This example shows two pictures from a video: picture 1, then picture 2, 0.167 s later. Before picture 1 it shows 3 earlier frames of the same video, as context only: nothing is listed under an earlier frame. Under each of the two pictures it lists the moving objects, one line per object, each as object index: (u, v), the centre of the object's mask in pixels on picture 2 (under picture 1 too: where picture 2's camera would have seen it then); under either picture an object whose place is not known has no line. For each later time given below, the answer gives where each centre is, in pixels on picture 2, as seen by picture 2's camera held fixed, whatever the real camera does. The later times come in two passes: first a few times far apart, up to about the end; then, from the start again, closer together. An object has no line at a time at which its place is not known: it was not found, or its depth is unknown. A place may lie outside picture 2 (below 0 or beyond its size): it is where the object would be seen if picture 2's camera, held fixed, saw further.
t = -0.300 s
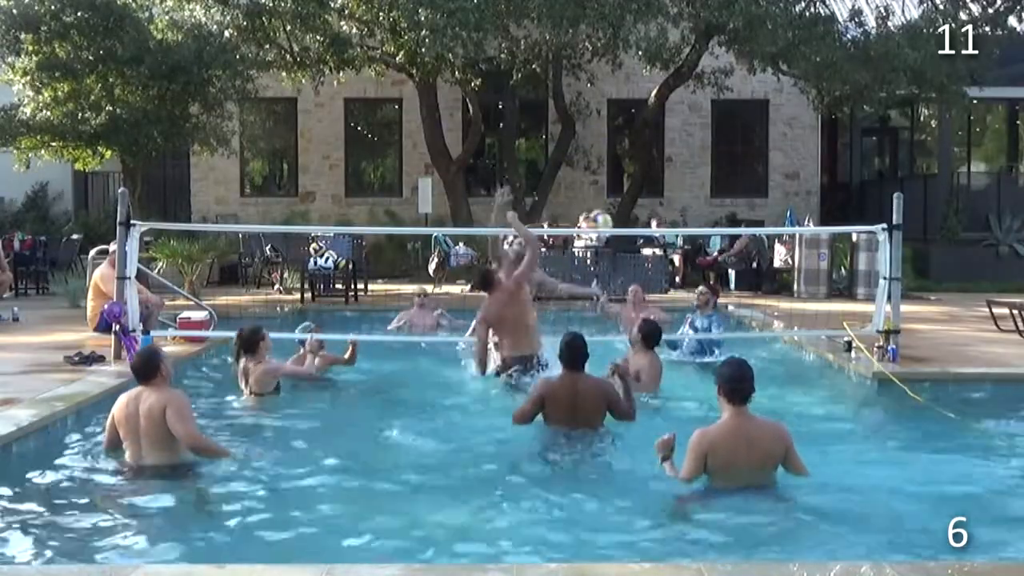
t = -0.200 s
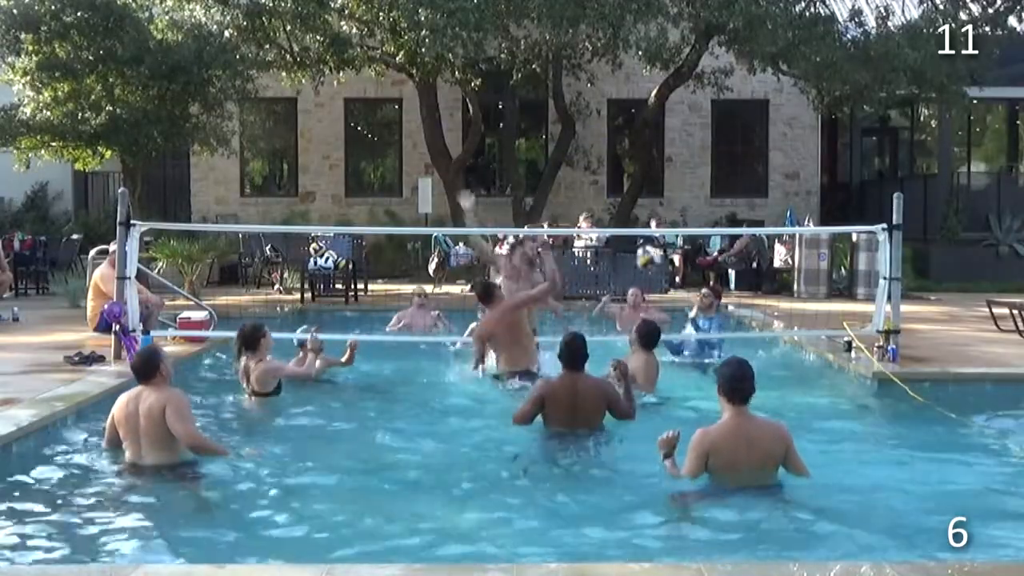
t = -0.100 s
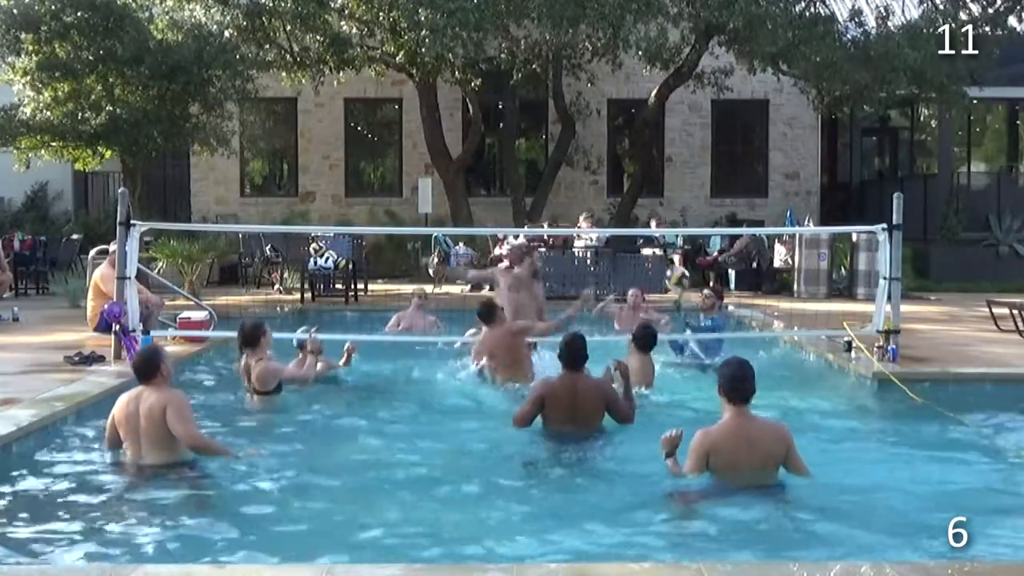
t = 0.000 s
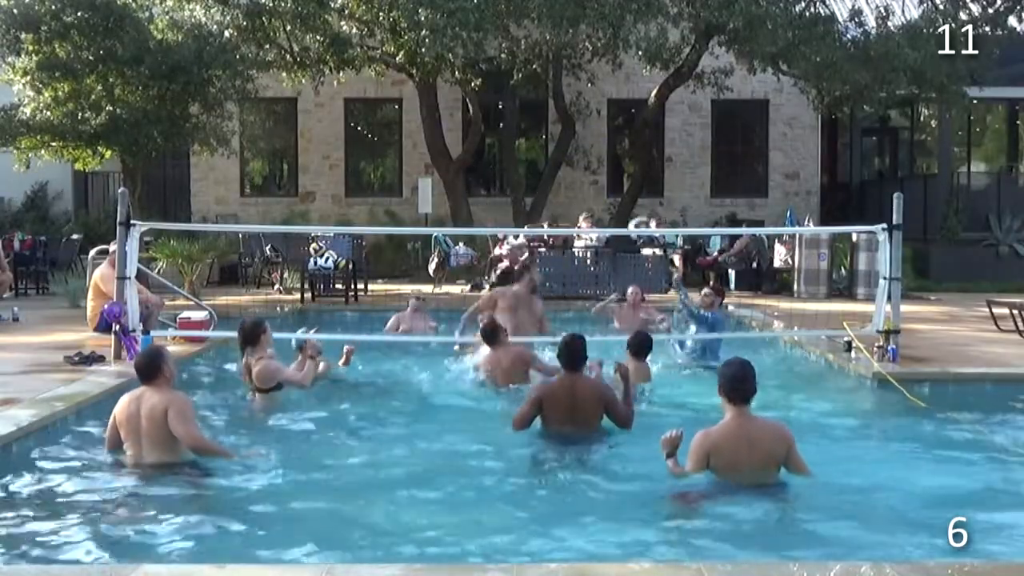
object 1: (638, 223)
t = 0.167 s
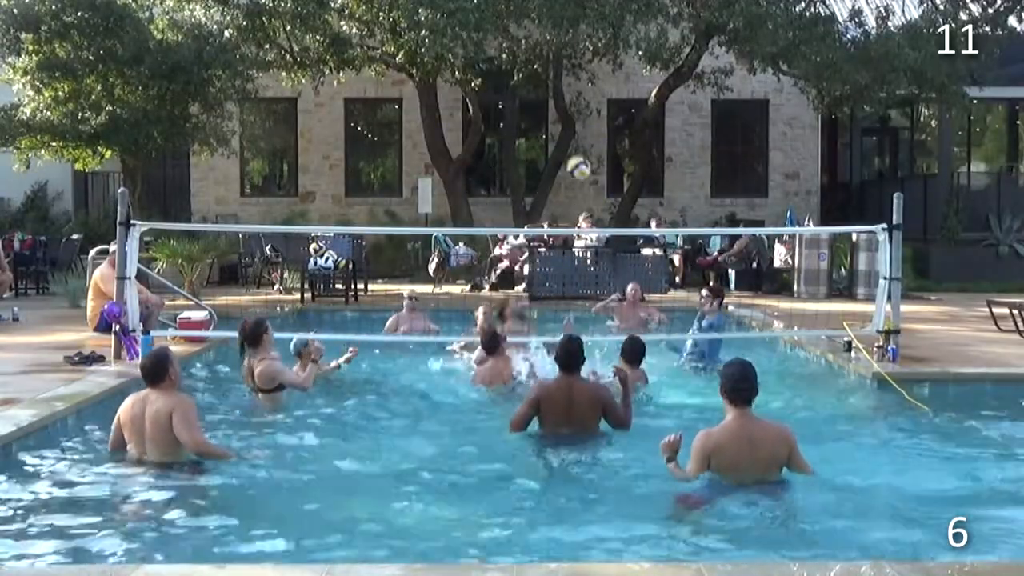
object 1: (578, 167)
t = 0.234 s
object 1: (553, 153)
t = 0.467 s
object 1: (465, 137)
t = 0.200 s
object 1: (565, 160)
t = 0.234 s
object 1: (553, 153)
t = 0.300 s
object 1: (527, 141)
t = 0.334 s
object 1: (515, 138)
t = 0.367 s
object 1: (502, 136)
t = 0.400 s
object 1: (490, 136)
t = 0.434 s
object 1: (477, 136)
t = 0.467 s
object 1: (465, 137)
